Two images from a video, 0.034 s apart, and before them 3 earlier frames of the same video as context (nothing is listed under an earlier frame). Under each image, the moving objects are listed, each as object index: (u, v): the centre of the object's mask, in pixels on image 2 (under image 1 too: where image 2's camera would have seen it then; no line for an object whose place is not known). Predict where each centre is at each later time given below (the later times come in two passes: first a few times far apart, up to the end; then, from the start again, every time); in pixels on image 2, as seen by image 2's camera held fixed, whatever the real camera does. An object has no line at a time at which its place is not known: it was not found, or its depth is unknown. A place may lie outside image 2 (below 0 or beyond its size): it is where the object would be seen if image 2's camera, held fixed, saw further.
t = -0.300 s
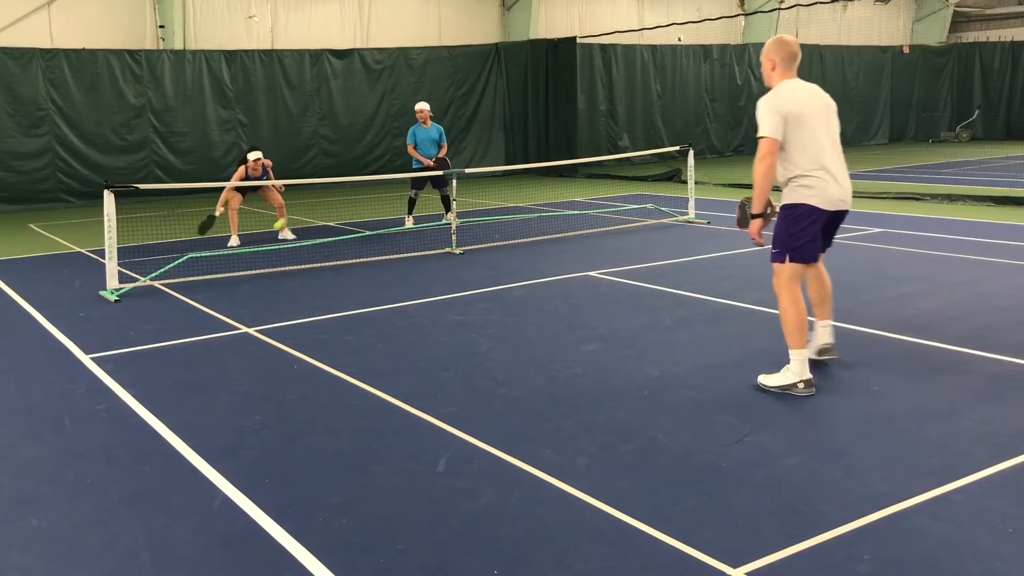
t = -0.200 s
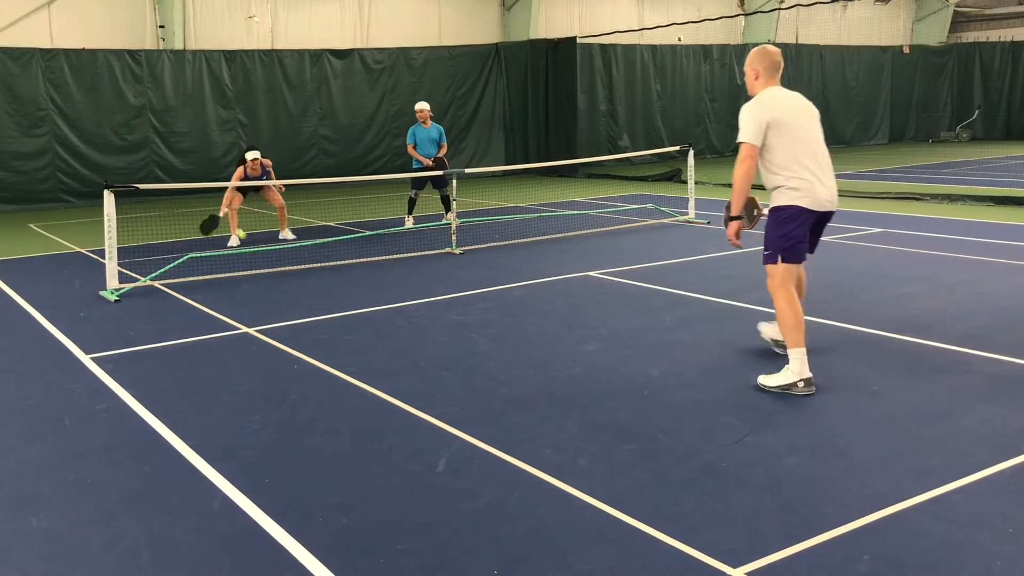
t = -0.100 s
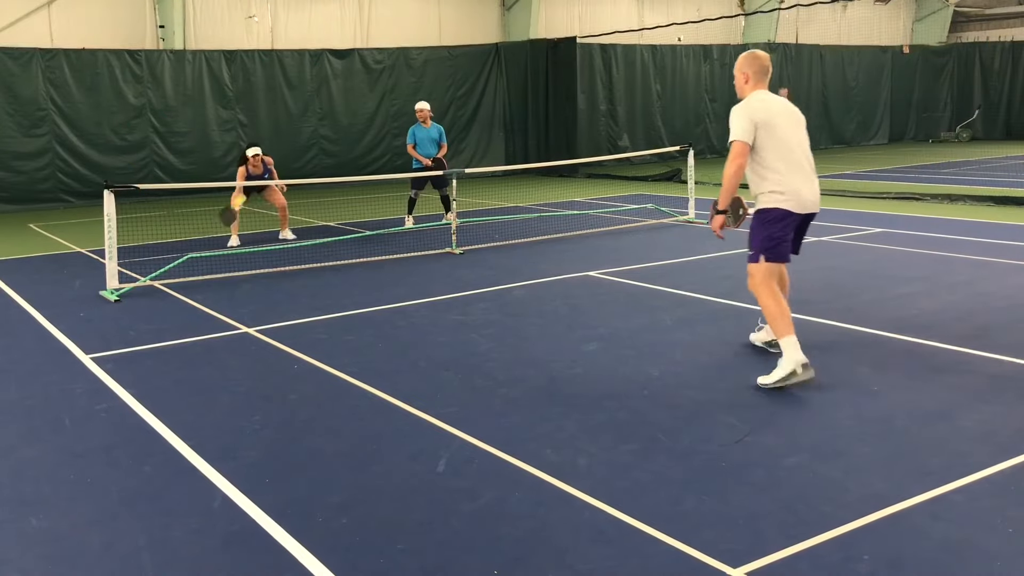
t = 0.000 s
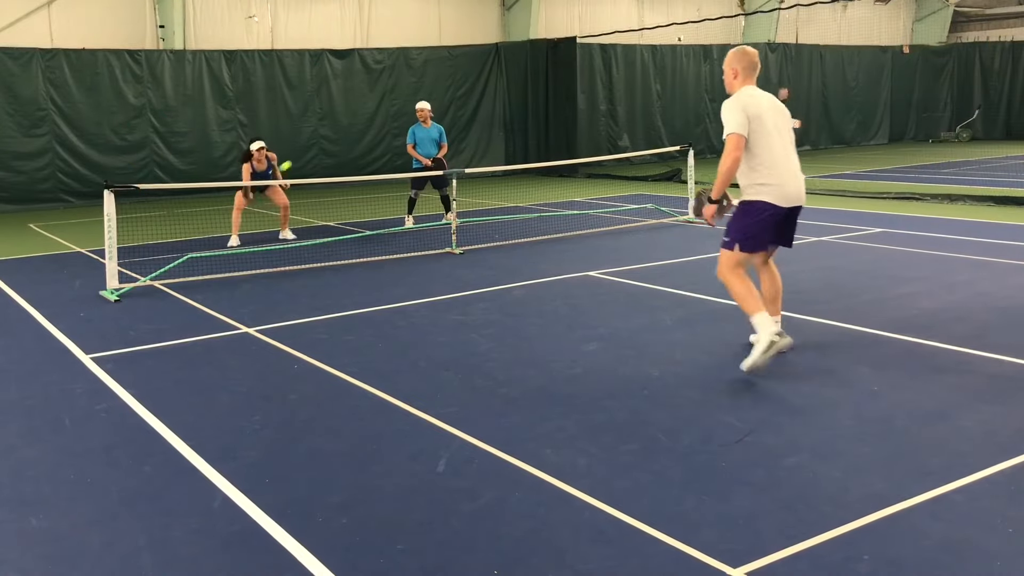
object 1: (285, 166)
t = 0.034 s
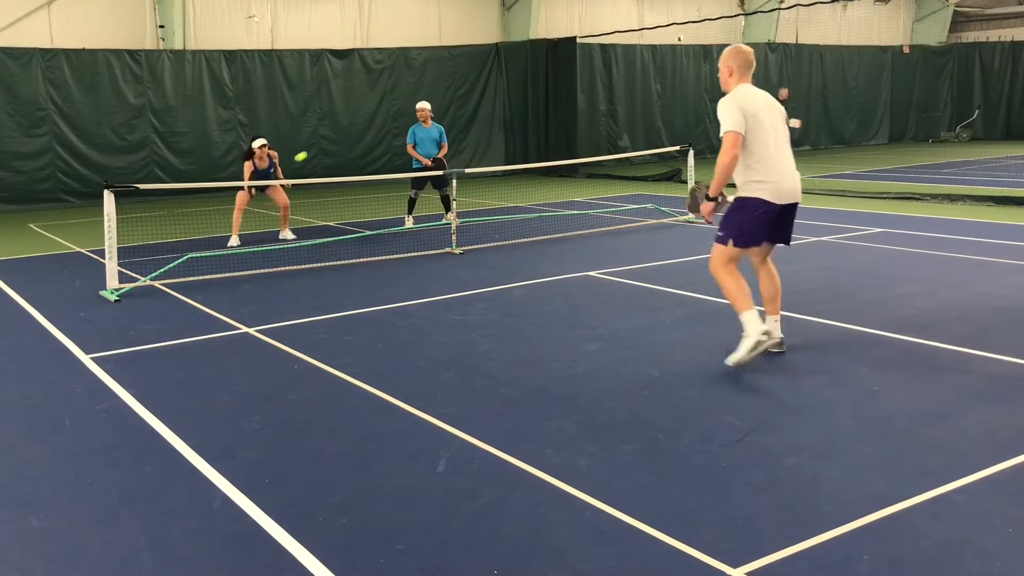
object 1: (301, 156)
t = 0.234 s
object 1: (394, 120)
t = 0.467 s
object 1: (505, 123)
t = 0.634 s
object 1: (586, 156)
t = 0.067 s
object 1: (316, 148)
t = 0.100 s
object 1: (331, 140)
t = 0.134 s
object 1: (347, 134)
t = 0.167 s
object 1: (362, 128)
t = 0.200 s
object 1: (378, 123)
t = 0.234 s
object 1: (394, 120)
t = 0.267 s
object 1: (409, 117)
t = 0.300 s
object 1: (425, 116)
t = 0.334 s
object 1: (442, 115)
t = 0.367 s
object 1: (458, 116)
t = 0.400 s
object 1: (474, 117)
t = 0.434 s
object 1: (490, 120)
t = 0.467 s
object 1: (505, 123)
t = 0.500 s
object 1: (521, 128)
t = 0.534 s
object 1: (538, 134)
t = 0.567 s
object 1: (554, 141)
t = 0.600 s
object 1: (570, 148)
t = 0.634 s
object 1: (586, 156)
